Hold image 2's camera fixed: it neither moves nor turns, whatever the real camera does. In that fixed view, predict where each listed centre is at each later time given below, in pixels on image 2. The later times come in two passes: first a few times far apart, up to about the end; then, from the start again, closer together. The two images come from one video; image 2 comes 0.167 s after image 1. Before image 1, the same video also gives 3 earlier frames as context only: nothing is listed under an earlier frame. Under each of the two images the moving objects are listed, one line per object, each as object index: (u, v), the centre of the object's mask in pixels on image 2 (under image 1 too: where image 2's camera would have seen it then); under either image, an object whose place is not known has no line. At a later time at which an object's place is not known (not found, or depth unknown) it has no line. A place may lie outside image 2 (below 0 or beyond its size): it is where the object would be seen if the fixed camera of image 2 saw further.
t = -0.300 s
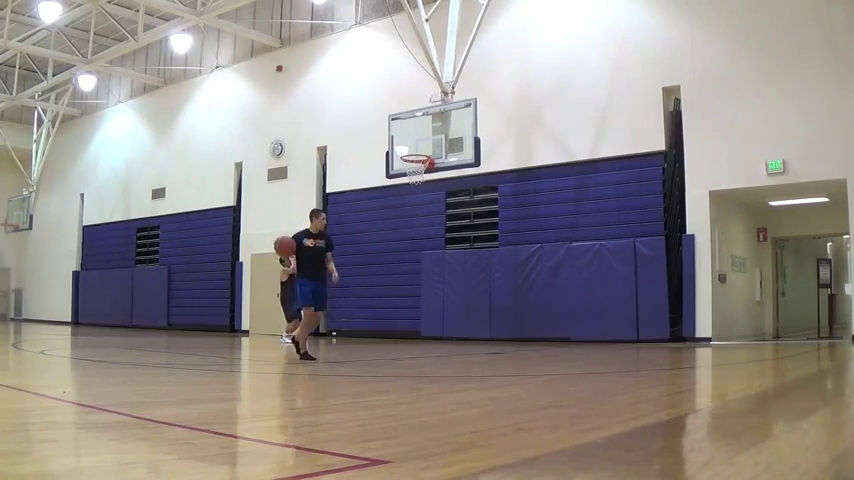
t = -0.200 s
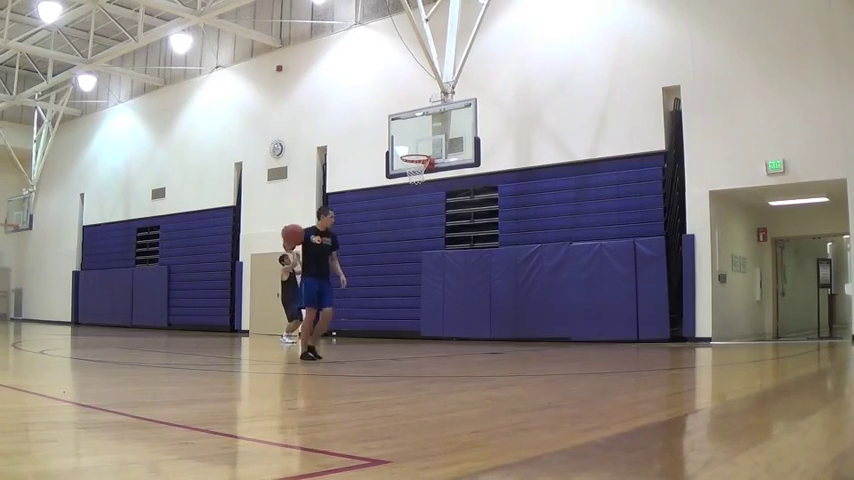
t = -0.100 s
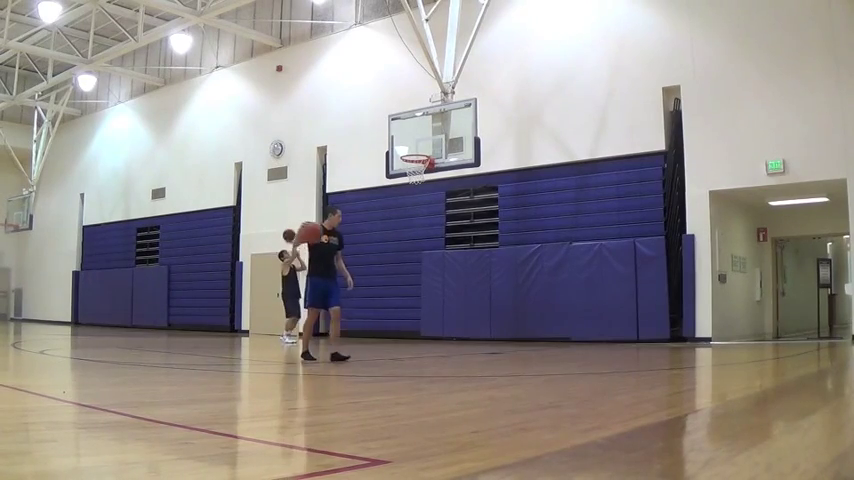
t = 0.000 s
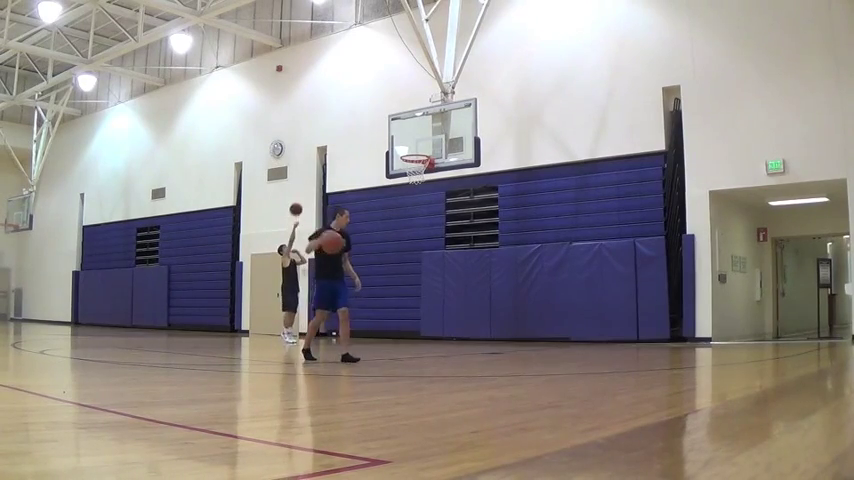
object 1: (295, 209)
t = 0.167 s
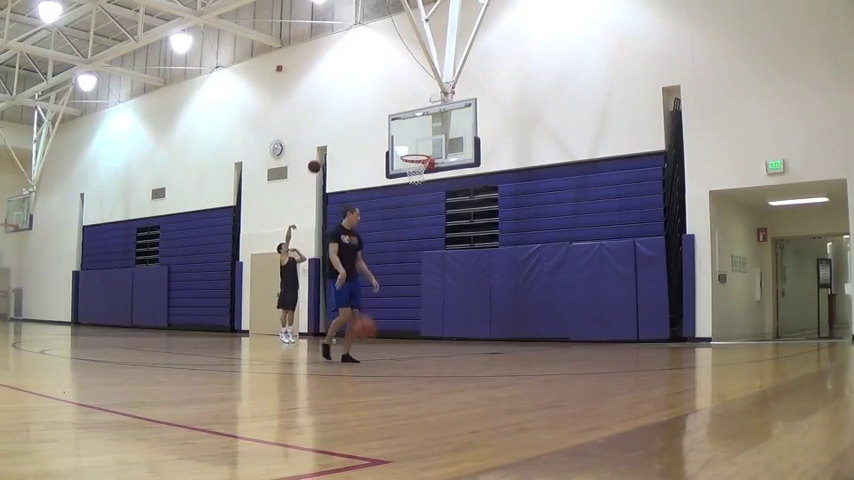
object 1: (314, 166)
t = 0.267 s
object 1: (325, 147)
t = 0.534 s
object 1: (356, 120)
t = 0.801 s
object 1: (387, 133)
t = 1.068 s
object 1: (413, 141)
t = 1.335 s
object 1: (432, 152)
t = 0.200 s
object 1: (317, 159)
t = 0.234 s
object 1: (321, 153)
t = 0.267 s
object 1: (325, 147)
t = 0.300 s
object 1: (329, 142)
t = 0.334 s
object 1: (333, 137)
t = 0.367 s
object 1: (336, 133)
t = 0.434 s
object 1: (344, 126)
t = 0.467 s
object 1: (348, 124)
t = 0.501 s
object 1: (352, 122)
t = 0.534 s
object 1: (356, 120)
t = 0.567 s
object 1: (359, 120)
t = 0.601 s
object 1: (363, 120)
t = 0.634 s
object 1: (367, 120)
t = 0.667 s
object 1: (371, 121)
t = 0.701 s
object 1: (375, 123)
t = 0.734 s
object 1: (379, 126)
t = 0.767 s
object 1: (383, 129)
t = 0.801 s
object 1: (387, 133)
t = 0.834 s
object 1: (391, 137)
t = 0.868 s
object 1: (395, 142)
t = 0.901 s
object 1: (400, 148)
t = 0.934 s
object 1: (403, 150)
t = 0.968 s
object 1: (406, 147)
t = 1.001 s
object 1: (408, 144)
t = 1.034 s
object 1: (410, 143)
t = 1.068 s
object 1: (413, 141)
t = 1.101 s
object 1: (415, 140)
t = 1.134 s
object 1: (417, 140)
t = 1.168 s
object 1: (420, 140)
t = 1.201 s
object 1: (422, 142)
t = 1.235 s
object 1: (425, 143)
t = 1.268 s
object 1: (427, 146)
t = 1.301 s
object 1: (430, 149)
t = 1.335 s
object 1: (432, 152)
